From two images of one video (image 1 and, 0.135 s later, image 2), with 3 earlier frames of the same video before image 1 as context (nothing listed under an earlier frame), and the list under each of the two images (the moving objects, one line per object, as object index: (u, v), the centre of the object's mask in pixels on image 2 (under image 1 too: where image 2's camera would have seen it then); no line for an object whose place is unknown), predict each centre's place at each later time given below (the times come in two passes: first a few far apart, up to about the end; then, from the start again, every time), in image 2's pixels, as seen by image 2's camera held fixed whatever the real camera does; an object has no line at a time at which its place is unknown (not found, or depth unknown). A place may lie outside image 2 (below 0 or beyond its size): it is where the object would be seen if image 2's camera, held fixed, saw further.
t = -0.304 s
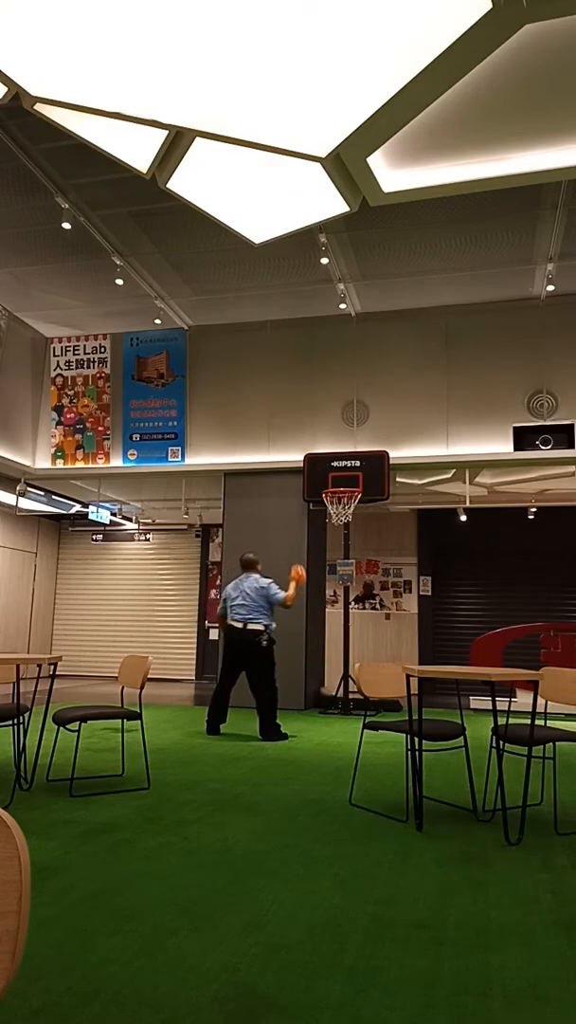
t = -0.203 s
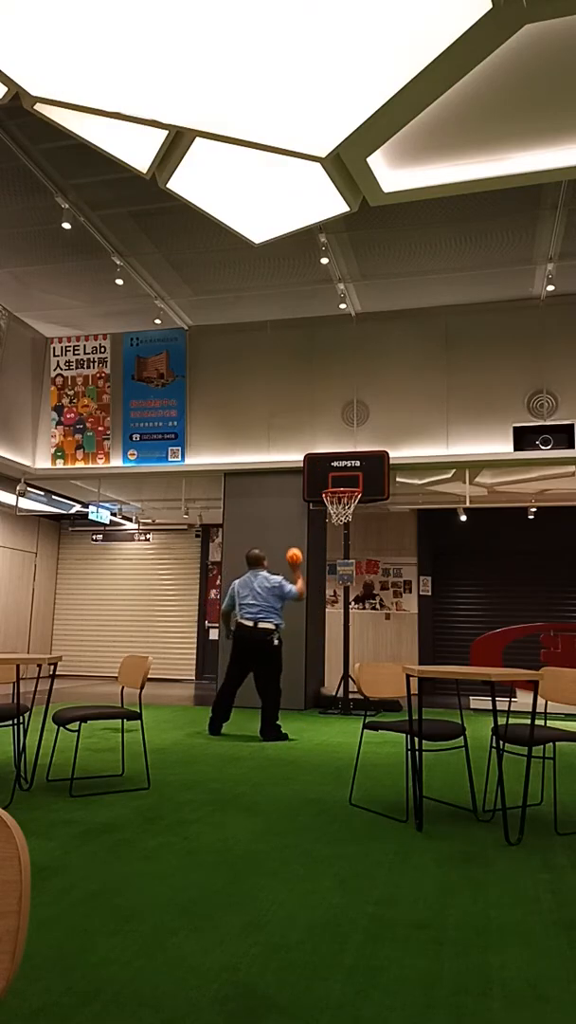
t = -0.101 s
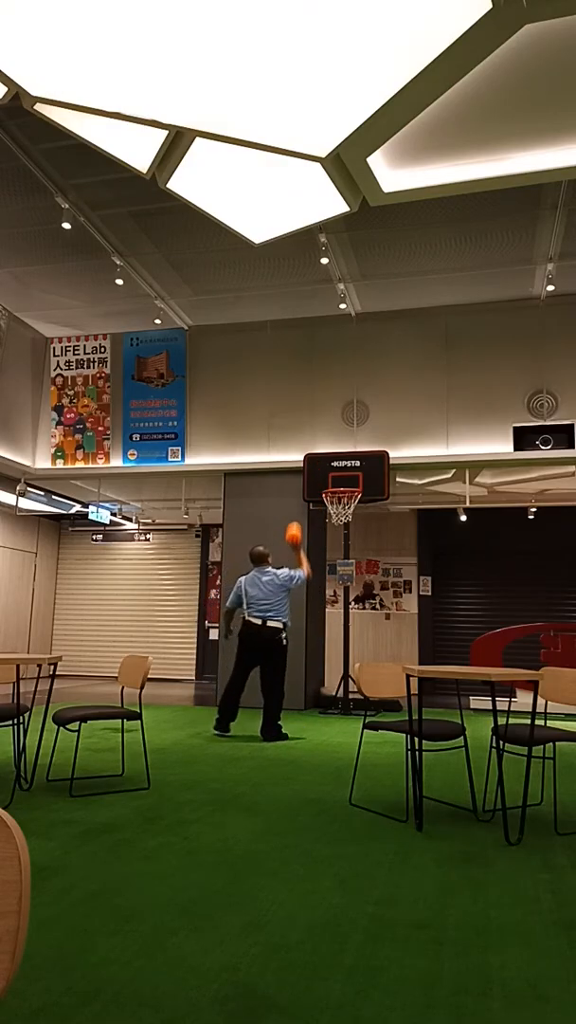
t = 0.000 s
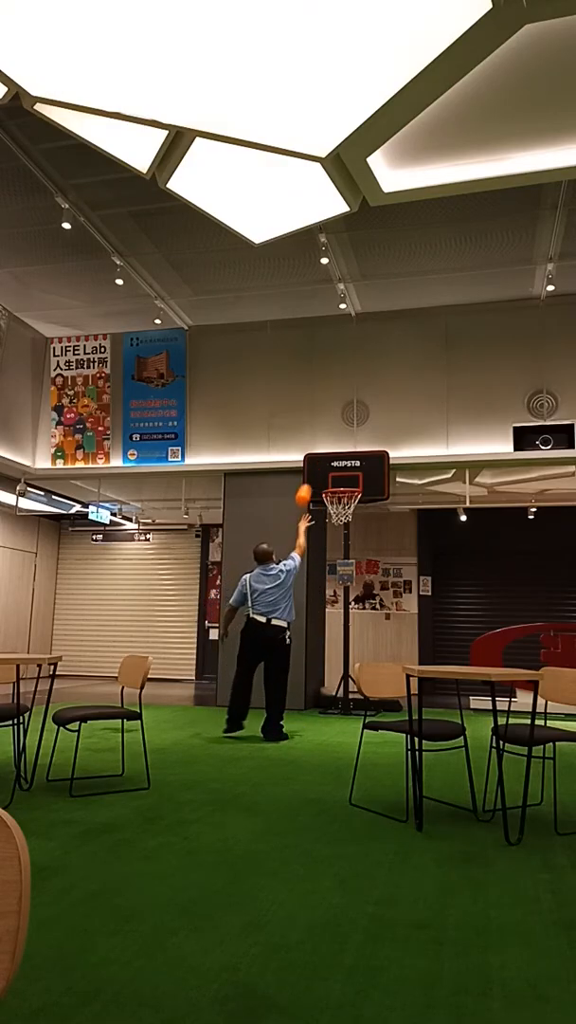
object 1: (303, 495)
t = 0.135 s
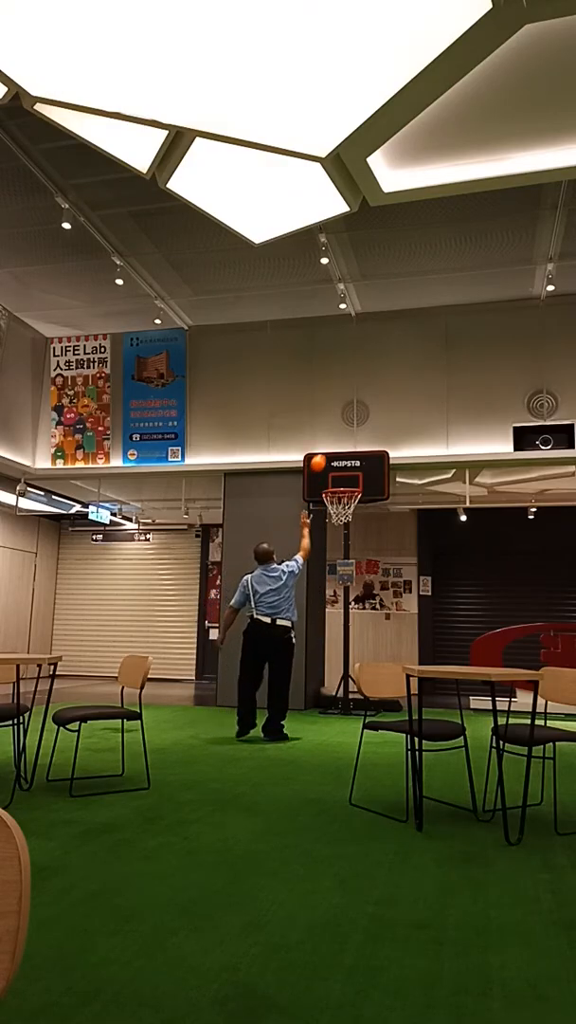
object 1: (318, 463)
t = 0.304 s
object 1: (334, 448)
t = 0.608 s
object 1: (356, 480)
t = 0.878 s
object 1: (352, 478)
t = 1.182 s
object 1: (343, 532)
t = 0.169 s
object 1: (321, 459)
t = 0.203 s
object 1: (325, 455)
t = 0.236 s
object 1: (328, 451)
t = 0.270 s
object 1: (331, 449)
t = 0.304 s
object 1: (334, 448)
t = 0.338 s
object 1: (336, 448)
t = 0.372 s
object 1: (339, 449)
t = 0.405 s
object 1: (342, 451)
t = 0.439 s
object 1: (344, 453)
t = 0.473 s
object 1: (346, 457)
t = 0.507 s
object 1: (349, 462)
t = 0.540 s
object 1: (351, 467)
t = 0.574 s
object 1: (354, 474)
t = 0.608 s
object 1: (356, 480)
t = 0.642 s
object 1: (357, 485)
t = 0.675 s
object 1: (357, 485)
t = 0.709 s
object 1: (356, 483)
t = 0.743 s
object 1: (356, 481)
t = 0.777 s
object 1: (356, 480)
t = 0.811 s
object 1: (354, 477)
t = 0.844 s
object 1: (353, 477)
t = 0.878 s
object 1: (352, 478)
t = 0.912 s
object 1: (351, 479)
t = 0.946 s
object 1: (350, 481)
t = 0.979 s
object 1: (349, 486)
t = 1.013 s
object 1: (348, 491)
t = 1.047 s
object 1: (347, 496)
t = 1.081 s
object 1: (346, 503)
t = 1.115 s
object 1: (345, 511)
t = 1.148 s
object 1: (344, 522)
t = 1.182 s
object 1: (343, 532)
